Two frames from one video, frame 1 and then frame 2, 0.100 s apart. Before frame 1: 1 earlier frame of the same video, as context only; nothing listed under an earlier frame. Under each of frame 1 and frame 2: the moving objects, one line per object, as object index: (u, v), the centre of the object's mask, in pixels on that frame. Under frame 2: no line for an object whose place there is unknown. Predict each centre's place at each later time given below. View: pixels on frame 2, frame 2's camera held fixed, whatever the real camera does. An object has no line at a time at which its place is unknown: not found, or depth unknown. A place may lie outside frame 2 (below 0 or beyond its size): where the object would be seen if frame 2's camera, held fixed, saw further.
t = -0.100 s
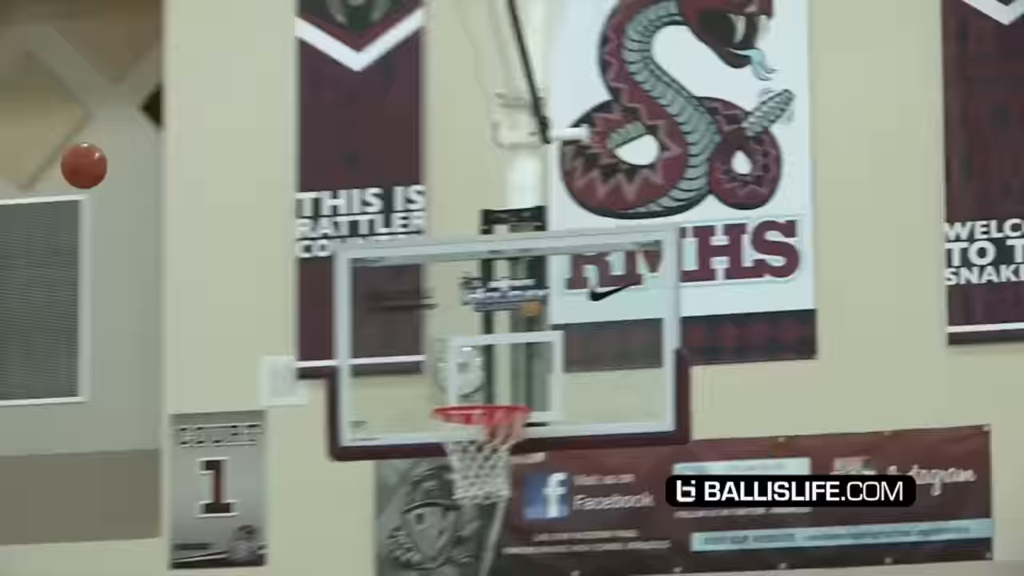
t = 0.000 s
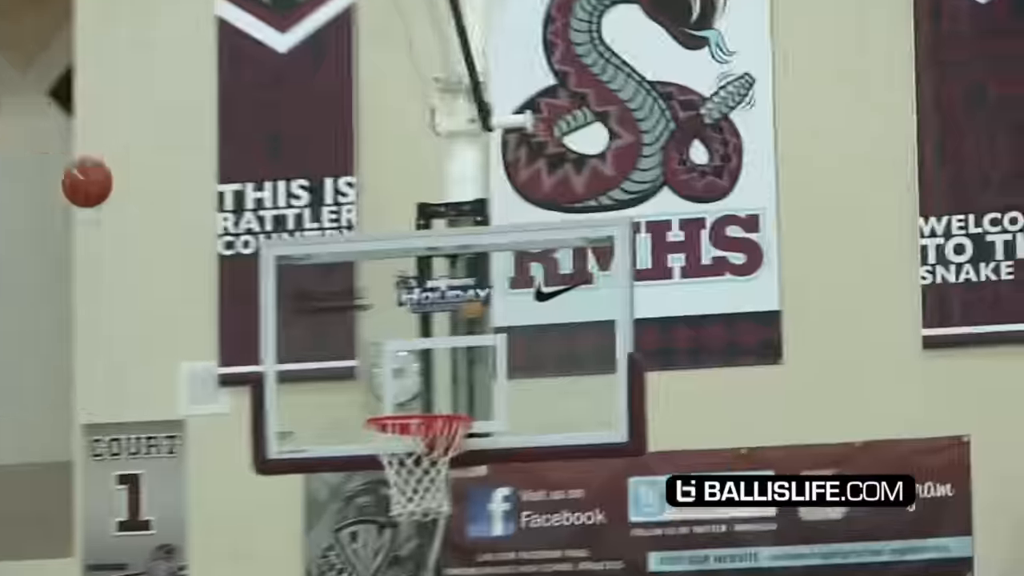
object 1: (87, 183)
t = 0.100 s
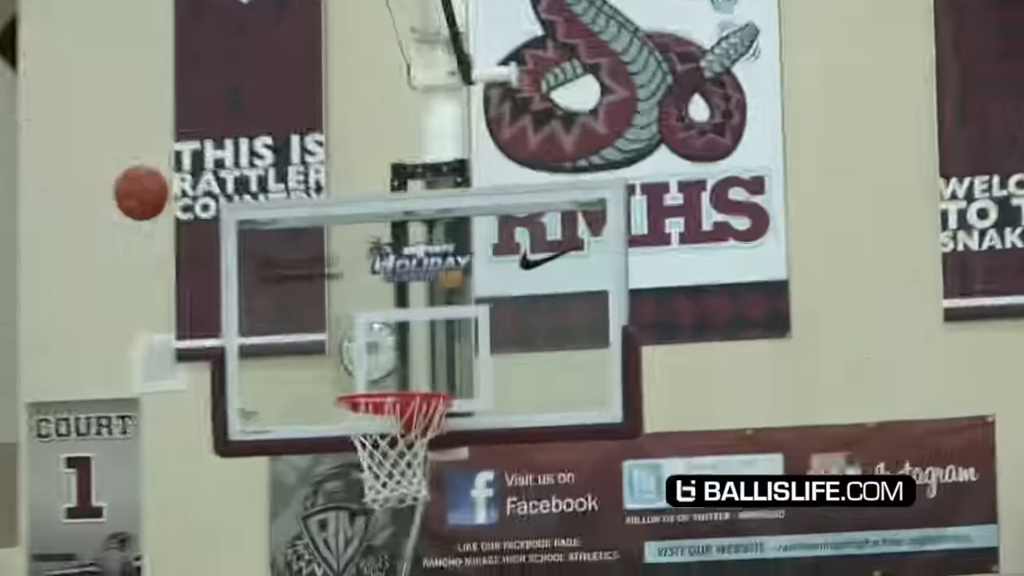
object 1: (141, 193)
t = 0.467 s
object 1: (455, 352)
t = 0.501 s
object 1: (452, 345)
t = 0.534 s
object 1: (441, 339)
